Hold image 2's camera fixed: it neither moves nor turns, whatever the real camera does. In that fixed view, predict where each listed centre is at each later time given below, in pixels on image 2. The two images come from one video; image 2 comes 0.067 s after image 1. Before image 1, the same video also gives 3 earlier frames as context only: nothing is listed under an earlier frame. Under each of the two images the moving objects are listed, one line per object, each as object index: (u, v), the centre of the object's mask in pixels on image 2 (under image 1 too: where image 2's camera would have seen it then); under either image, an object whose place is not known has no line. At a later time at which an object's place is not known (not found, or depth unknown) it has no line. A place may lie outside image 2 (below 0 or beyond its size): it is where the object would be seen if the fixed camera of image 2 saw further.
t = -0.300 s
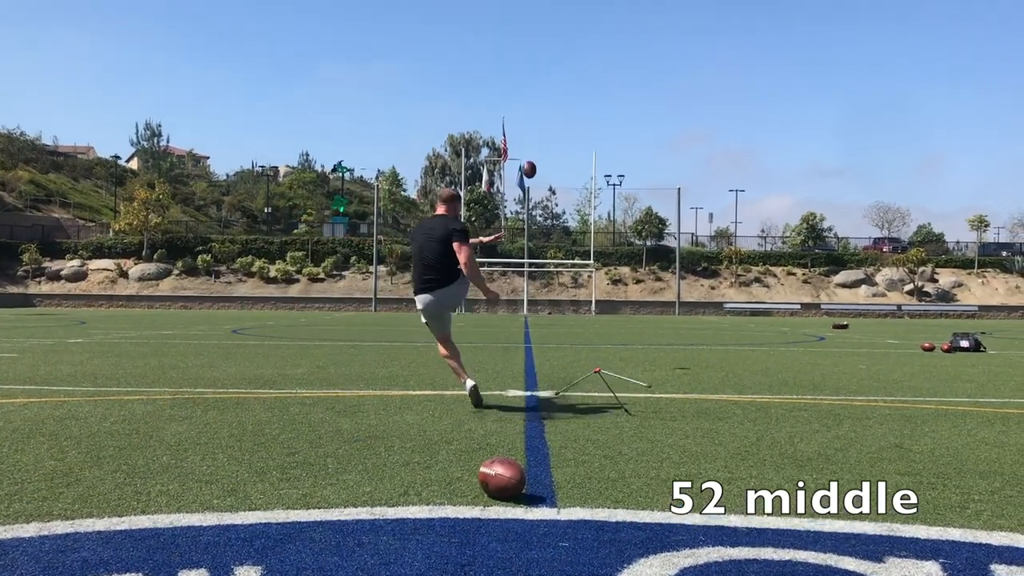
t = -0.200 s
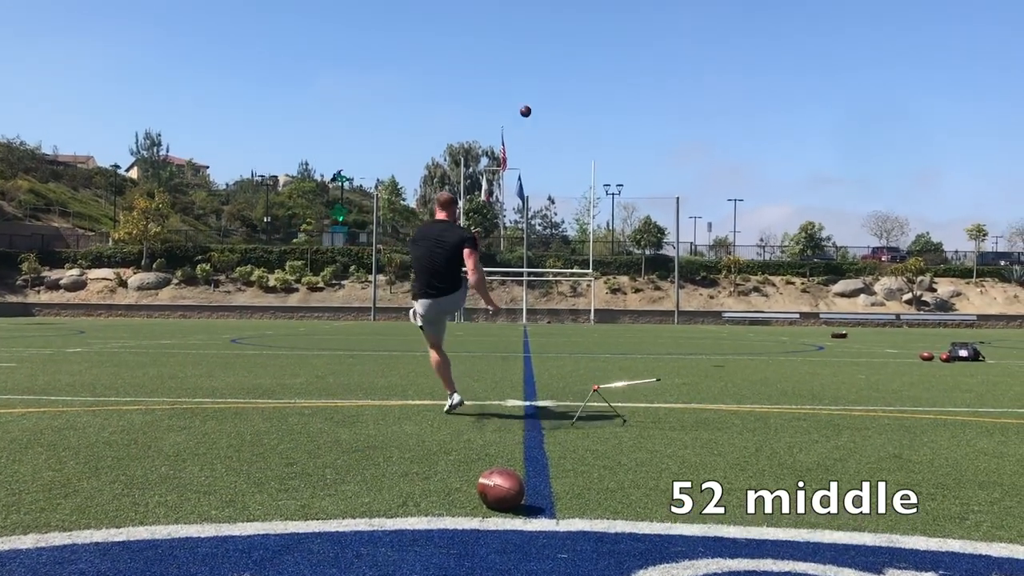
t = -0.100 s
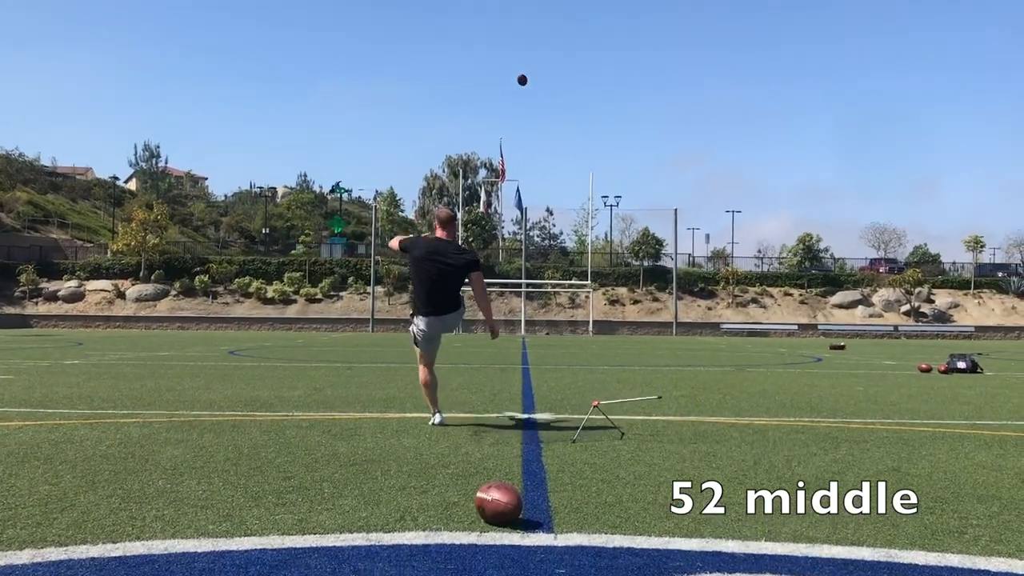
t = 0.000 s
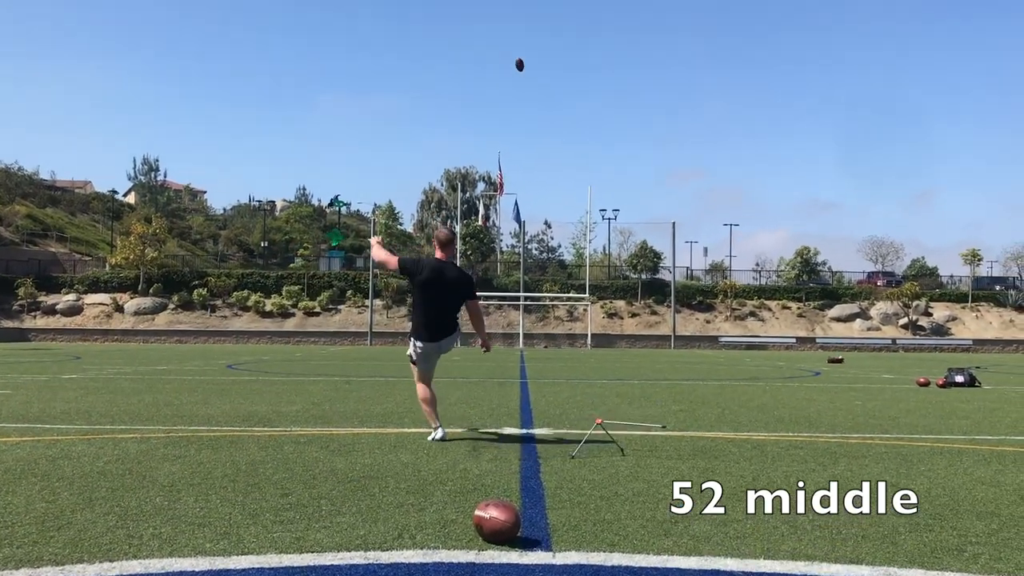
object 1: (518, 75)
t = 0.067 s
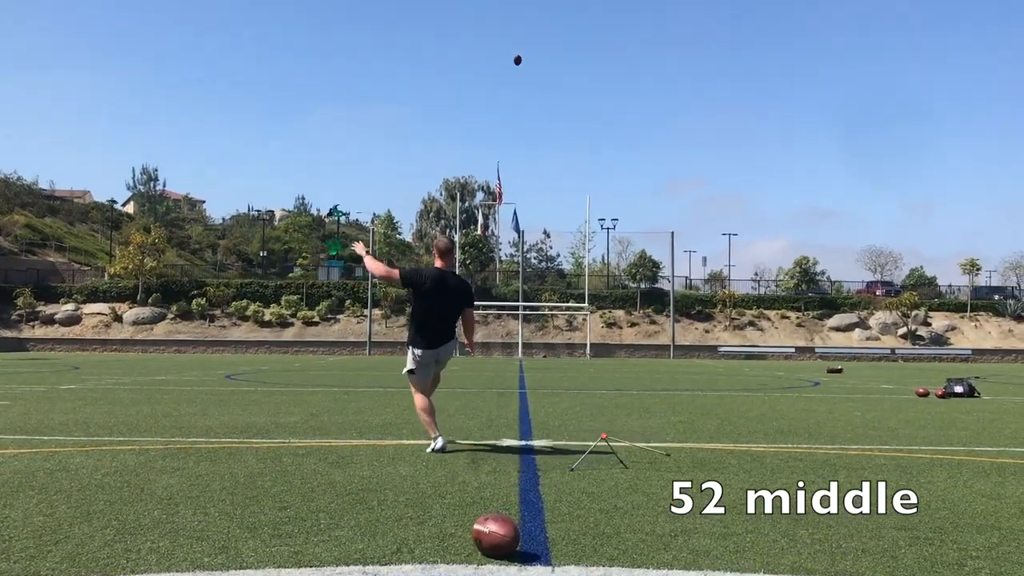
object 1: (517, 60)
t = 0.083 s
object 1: (517, 57)
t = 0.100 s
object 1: (517, 54)
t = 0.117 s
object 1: (516, 51)
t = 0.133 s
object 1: (516, 49)
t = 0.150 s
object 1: (516, 46)
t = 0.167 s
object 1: (515, 44)
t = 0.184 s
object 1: (514, 41)
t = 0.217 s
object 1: (513, 39)
